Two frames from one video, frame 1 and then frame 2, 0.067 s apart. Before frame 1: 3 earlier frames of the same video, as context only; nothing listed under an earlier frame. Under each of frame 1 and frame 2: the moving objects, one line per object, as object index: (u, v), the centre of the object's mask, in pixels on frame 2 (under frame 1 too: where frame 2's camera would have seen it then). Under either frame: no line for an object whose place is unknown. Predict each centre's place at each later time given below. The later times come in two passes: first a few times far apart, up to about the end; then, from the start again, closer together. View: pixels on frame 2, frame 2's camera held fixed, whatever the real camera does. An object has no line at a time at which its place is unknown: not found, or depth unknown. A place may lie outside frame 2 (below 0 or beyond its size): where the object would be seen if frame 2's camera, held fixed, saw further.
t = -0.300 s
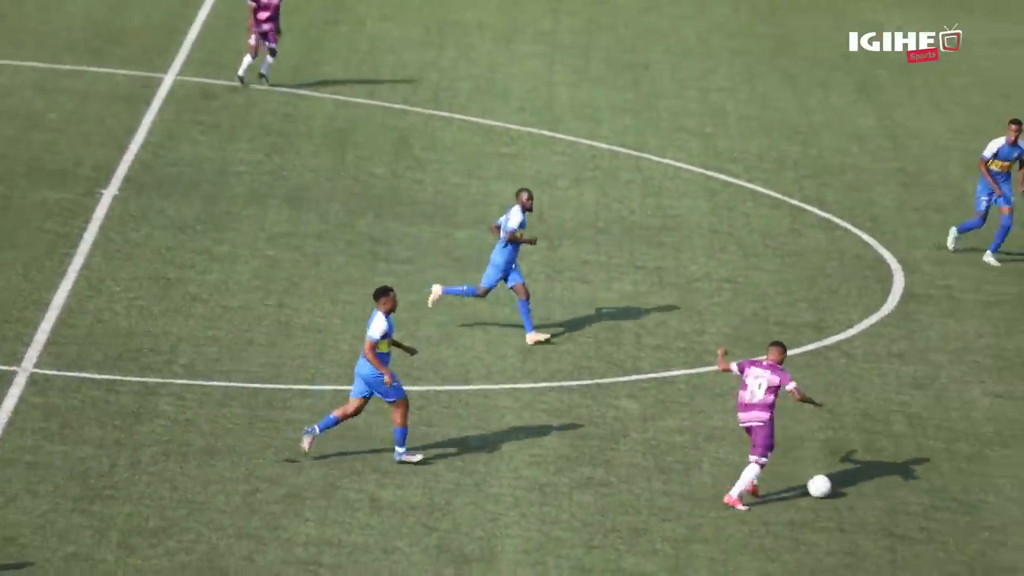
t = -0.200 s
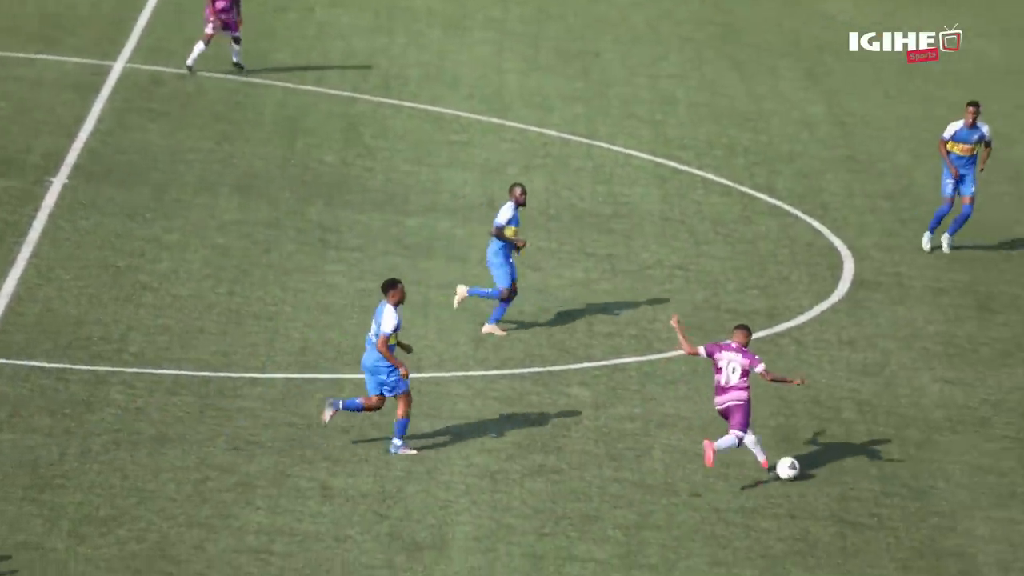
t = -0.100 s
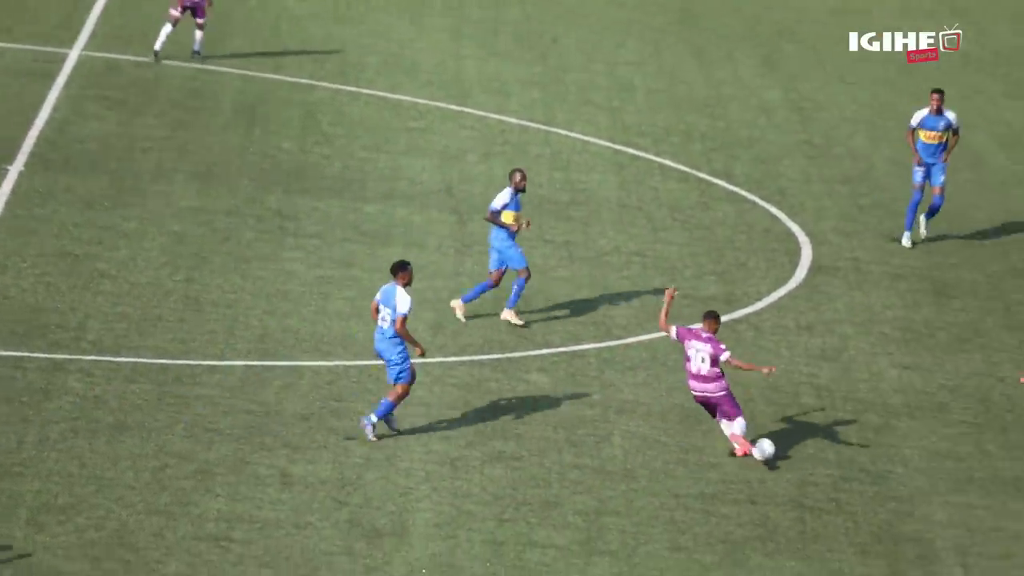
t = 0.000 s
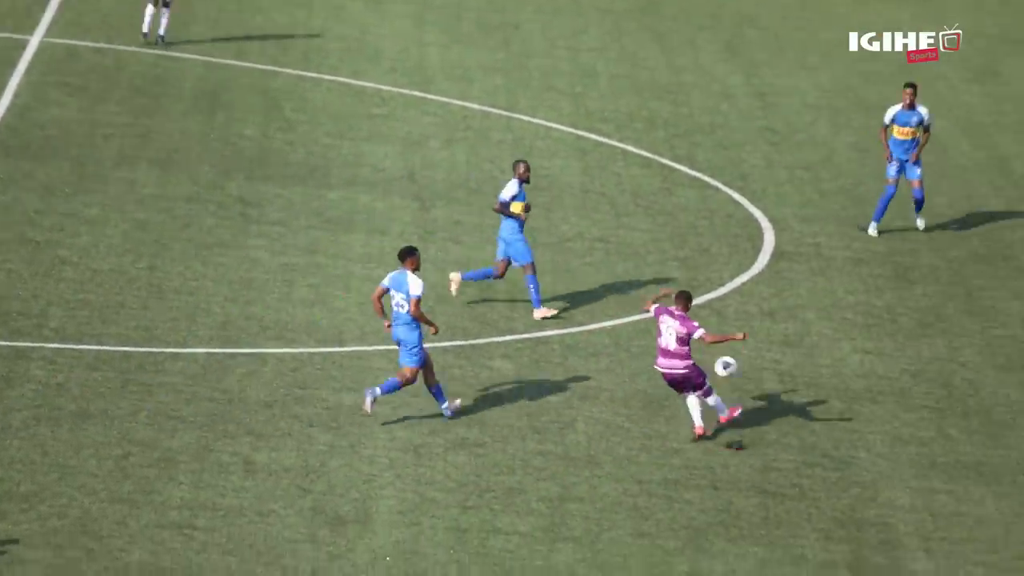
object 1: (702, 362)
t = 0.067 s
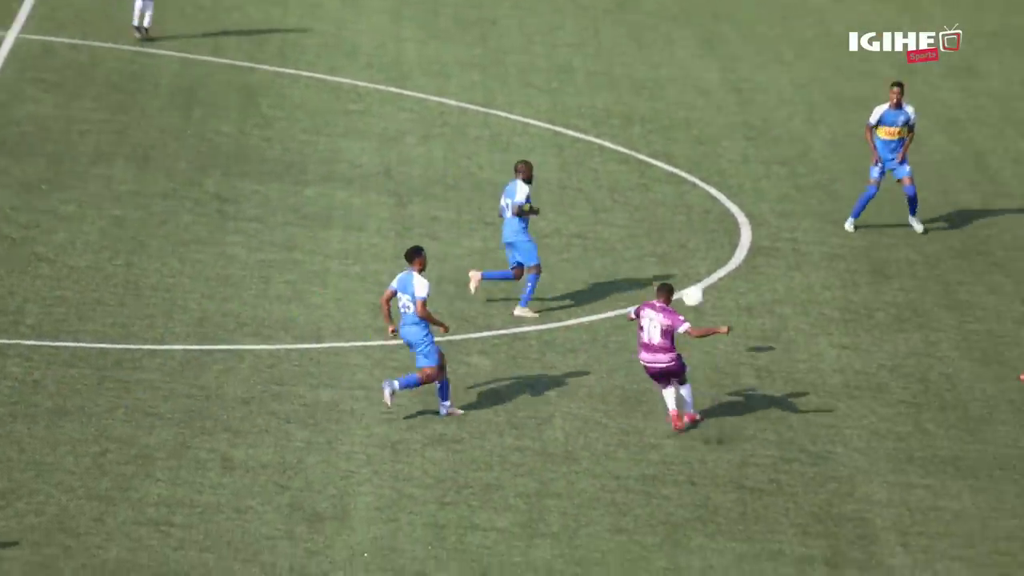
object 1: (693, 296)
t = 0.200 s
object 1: (666, 188)
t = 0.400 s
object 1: (615, 73)
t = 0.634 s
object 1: (548, -3)
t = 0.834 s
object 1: (489, -29)
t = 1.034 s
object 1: (427, -27)
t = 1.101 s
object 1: (407, -20)
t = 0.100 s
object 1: (686, 266)
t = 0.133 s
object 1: (680, 239)
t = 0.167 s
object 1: (673, 212)
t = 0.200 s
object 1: (666, 188)
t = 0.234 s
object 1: (658, 165)
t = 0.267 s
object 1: (649, 143)
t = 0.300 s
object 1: (642, 124)
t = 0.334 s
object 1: (633, 105)
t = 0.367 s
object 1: (624, 89)
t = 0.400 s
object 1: (615, 73)
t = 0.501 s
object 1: (588, 33)
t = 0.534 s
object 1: (578, 23)
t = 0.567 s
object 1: (568, 13)
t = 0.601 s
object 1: (558, 5)
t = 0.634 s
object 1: (548, -3)
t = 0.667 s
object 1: (539, -10)
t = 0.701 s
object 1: (530, -16)
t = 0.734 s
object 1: (520, -21)
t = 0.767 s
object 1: (509, -26)
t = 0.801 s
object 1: (500, -28)
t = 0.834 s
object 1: (489, -29)
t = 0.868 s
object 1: (479, -31)
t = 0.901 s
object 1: (469, -31)
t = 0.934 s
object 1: (458, -32)
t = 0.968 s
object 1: (449, -30)
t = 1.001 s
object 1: (437, -29)
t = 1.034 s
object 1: (427, -27)
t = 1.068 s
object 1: (417, -24)
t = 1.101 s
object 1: (407, -20)
